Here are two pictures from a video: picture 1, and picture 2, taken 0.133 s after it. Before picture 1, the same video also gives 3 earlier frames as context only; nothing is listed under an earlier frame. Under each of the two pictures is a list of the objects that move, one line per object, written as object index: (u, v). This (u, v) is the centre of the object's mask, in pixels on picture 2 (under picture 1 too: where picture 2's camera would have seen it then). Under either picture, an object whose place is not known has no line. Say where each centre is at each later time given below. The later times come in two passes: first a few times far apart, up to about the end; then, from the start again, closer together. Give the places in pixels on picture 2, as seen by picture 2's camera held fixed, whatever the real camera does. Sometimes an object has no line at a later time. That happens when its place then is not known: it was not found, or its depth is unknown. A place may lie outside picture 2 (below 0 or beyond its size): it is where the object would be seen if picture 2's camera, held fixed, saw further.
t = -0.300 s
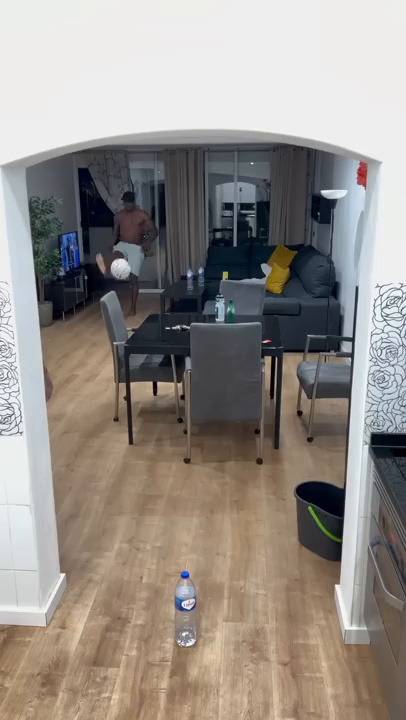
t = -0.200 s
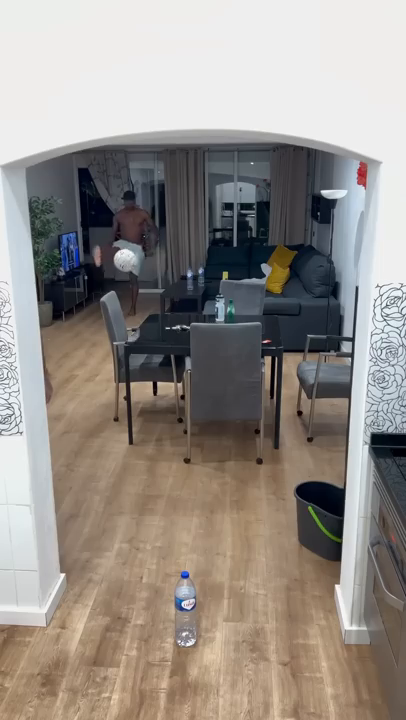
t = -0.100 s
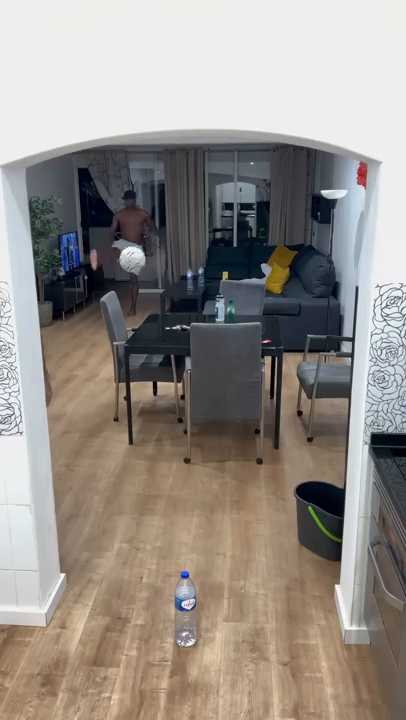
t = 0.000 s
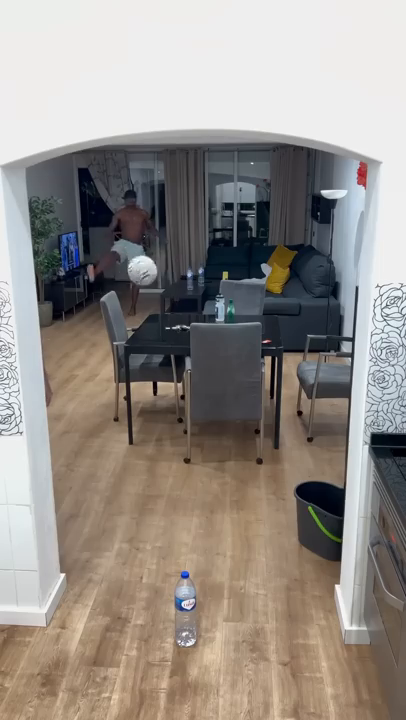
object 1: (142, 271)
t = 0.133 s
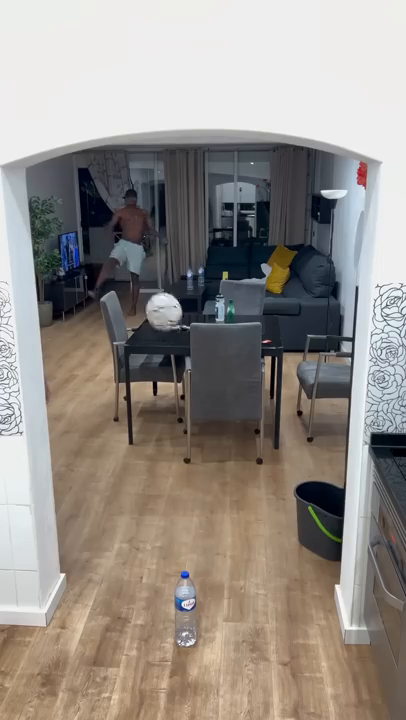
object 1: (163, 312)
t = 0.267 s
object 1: (198, 401)
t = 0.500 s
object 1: (327, 704)
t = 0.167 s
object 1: (170, 329)
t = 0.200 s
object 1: (179, 348)
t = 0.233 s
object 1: (188, 371)
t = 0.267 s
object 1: (198, 401)
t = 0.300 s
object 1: (210, 435)
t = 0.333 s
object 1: (223, 475)
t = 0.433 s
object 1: (279, 656)
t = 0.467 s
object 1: (301, 701)
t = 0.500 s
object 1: (327, 704)
